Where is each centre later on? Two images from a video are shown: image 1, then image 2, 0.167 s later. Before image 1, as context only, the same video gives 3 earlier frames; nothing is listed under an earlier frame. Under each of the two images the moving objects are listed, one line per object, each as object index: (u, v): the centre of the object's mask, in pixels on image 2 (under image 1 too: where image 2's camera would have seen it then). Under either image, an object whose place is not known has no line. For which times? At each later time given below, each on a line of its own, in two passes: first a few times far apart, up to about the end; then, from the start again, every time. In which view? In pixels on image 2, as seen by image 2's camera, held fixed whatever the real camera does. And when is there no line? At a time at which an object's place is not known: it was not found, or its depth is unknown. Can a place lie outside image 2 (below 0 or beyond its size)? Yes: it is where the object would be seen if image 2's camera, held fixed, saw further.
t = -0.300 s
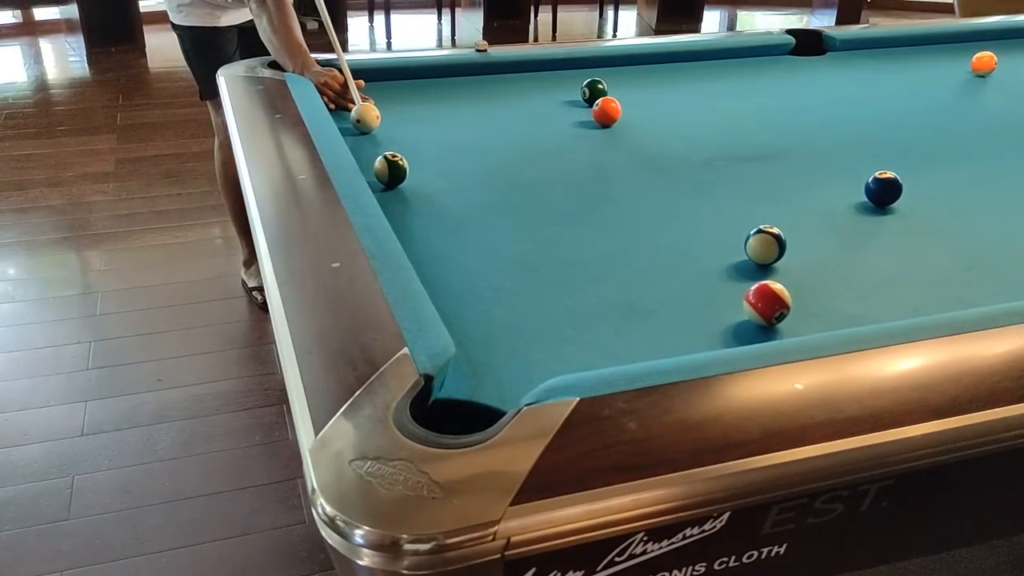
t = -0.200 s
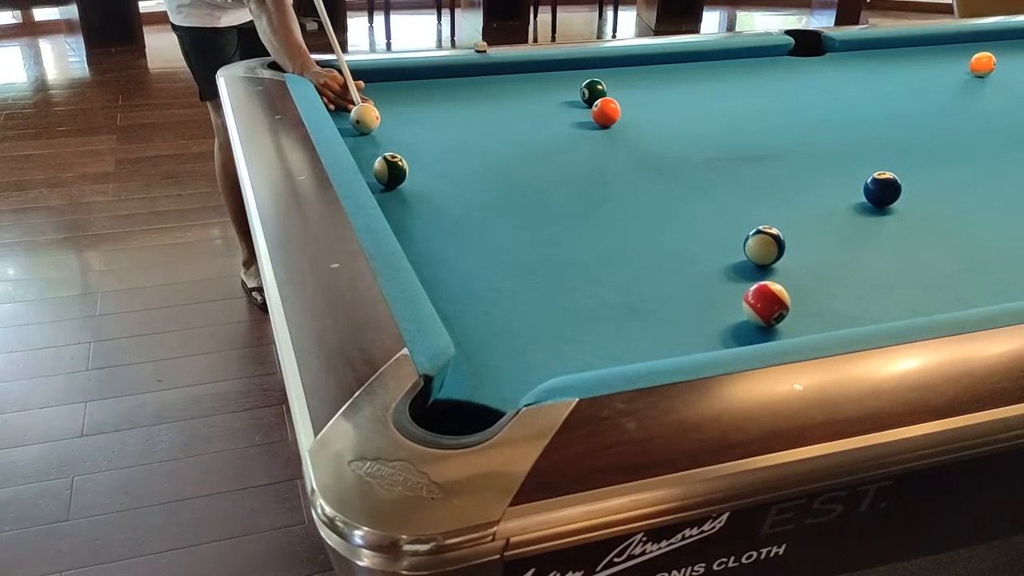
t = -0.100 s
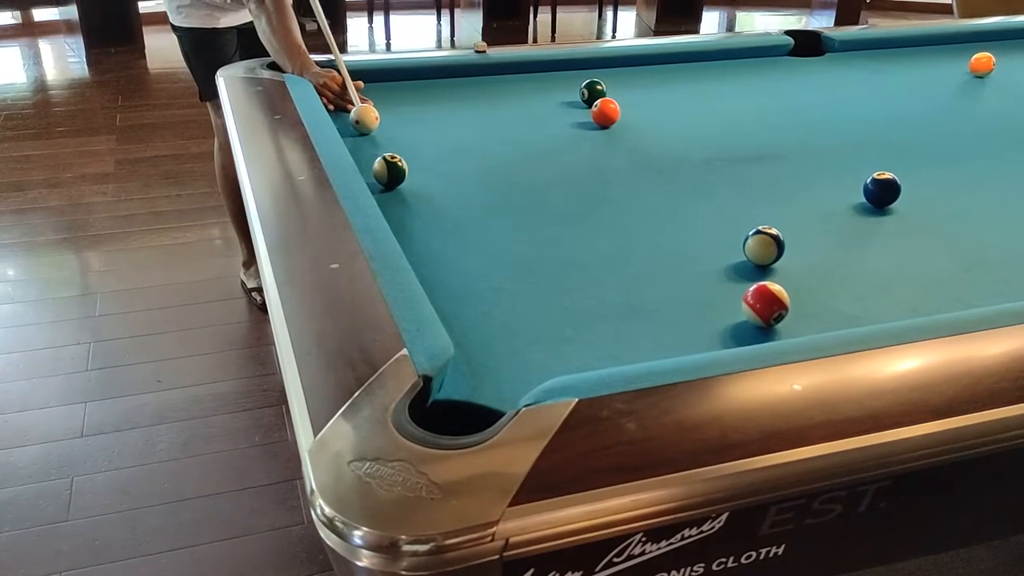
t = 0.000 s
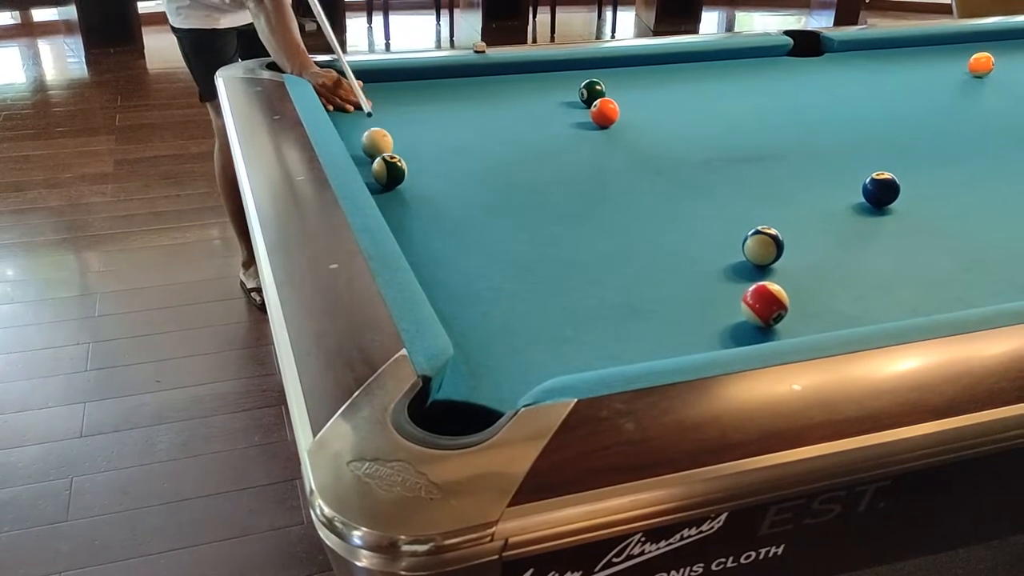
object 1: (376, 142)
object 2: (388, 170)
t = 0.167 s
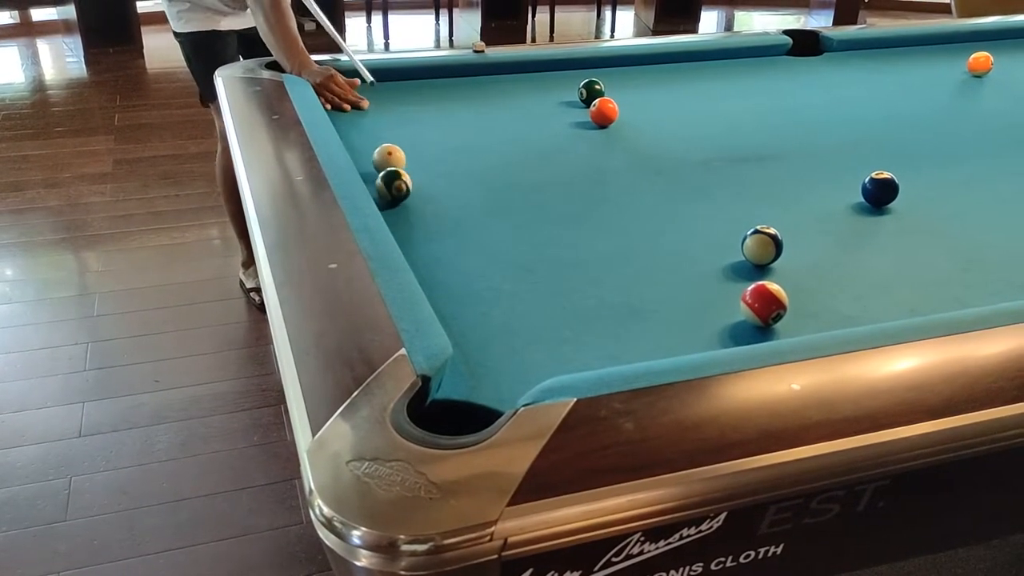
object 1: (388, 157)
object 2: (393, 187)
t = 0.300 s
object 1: (396, 165)
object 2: (400, 206)
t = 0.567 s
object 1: (408, 174)
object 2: (418, 249)
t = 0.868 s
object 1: (421, 182)
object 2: (452, 300)
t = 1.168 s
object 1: (432, 189)
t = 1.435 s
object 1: (440, 193)
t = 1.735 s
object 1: (447, 197)
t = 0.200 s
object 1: (390, 159)
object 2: (395, 192)
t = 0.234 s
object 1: (392, 162)
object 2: (397, 195)
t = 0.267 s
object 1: (394, 164)
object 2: (398, 202)
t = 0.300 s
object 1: (396, 165)
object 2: (400, 206)
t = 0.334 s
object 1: (397, 166)
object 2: (402, 212)
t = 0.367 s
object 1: (399, 167)
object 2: (403, 217)
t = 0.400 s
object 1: (400, 168)
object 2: (406, 222)
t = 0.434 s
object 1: (402, 170)
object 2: (408, 227)
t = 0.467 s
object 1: (404, 171)
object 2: (411, 233)
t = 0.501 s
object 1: (405, 172)
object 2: (413, 238)
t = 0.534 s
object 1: (407, 173)
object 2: (415, 244)
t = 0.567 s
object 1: (408, 174)
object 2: (418, 249)
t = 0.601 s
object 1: (410, 175)
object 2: (421, 255)
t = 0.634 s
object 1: (411, 176)
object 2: (425, 260)
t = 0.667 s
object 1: (413, 177)
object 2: (428, 265)
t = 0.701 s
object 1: (414, 178)
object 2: (432, 271)
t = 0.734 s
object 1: (416, 179)
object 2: (436, 277)
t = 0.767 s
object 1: (417, 179)
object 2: (440, 283)
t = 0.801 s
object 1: (419, 180)
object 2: (444, 289)
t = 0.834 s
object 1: (420, 181)
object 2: (448, 295)
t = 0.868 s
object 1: (421, 182)
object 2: (452, 300)
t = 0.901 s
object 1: (422, 183)
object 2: (457, 306)
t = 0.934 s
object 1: (424, 184)
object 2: (461, 313)
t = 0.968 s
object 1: (425, 184)
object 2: (465, 319)
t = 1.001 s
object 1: (426, 185)
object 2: (470, 323)
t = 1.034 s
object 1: (427, 186)
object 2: (475, 328)
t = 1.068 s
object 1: (428, 187)
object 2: (480, 334)
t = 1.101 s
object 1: (430, 187)
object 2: (485, 340)
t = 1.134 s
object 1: (431, 188)
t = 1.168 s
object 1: (432, 189)
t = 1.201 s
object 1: (433, 190)
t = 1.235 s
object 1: (434, 190)
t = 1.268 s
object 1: (435, 191)
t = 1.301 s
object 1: (436, 191)
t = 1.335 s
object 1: (437, 192)
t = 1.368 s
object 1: (438, 193)
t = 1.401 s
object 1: (439, 193)
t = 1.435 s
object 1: (440, 193)
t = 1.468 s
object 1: (441, 194)
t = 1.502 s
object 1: (441, 194)
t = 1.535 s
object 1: (442, 195)
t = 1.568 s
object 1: (443, 195)
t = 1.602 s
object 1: (444, 195)
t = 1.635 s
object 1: (445, 196)
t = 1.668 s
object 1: (445, 196)
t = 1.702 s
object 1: (446, 197)
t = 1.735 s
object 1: (447, 197)
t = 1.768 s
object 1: (447, 197)
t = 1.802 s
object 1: (448, 197)
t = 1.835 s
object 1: (448, 198)
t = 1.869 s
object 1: (449, 198)
